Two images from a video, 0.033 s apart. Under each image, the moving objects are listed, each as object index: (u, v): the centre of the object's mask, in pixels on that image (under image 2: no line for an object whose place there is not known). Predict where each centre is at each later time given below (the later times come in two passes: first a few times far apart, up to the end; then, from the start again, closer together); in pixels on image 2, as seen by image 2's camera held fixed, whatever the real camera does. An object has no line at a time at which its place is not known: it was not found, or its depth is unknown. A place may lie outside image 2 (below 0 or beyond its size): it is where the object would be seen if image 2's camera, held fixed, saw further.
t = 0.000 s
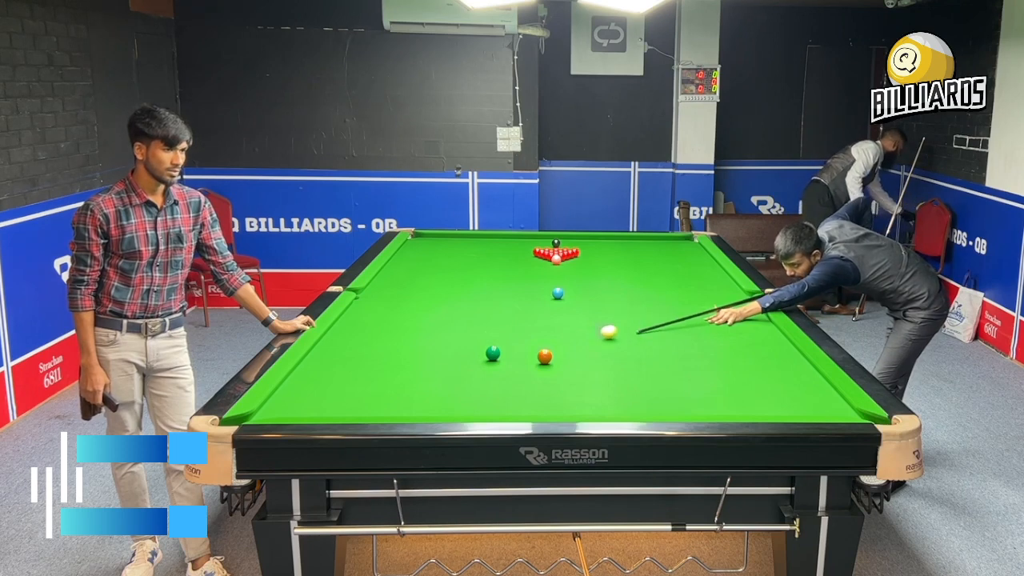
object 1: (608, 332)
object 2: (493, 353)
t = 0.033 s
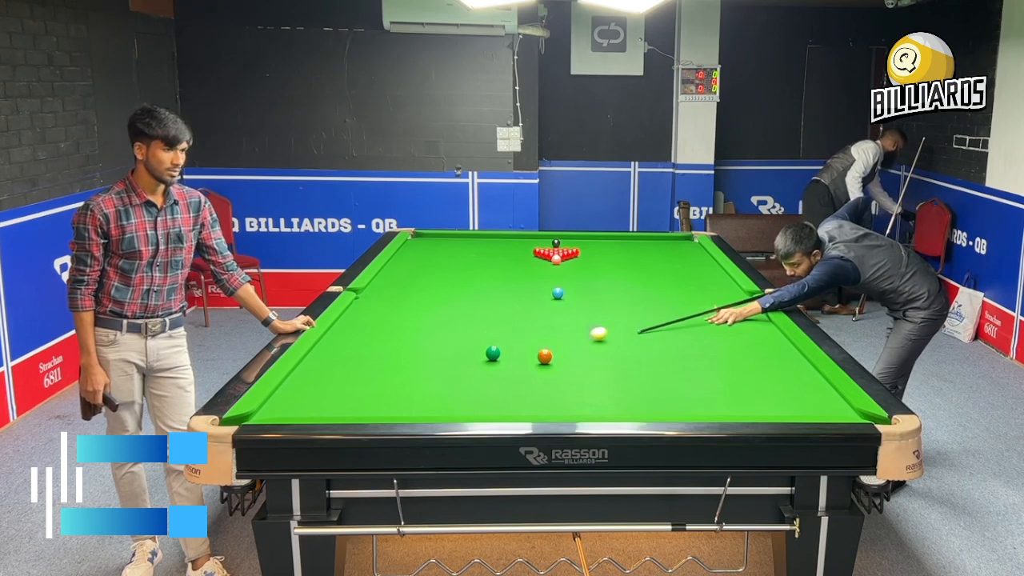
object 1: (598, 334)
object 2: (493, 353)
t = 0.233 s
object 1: (542, 343)
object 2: (493, 353)
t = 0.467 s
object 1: (505, 352)
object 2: (476, 356)
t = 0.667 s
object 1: (496, 354)
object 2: (442, 361)
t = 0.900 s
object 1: (486, 356)
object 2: (405, 367)
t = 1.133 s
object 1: (478, 358)
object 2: (367, 373)
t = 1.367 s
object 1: (470, 360)
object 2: (329, 379)
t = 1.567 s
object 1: (465, 362)
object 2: (298, 384)
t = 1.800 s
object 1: (460, 363)
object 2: (296, 389)
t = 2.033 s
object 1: (456, 364)
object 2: (309, 393)
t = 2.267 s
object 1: (453, 365)
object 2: (322, 397)
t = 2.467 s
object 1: (452, 365)
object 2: (332, 400)
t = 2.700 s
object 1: (452, 366)
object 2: (343, 403)
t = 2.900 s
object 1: (452, 366)
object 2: (352, 406)
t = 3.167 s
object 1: (452, 366)
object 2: (363, 408)
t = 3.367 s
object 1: (452, 366)
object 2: (370, 409)
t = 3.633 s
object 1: (452, 366)
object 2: (378, 410)
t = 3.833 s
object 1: (452, 366)
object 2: (383, 411)
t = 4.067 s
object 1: (452, 366)
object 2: (389, 411)
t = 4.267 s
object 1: (452, 366)
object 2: (392, 411)
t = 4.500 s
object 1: (452, 366)
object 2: (394, 412)
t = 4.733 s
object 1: (452, 366)
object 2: (395, 412)
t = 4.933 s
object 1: (452, 366)
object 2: (396, 412)
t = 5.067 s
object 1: (452, 366)
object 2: (395, 412)
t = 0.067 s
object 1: (589, 335)
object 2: (493, 353)
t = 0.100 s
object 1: (579, 337)
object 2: (493, 353)
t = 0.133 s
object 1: (570, 339)
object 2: (493, 353)
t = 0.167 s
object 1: (560, 340)
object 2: (493, 353)
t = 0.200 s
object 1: (552, 342)
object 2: (493, 353)
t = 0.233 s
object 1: (542, 343)
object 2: (493, 353)
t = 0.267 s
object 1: (534, 345)
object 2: (493, 353)
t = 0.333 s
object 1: (518, 348)
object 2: (493, 353)
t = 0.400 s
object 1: (506, 351)
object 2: (490, 353)
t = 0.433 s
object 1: (505, 352)
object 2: (483, 355)
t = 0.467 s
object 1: (505, 352)
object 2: (476, 356)
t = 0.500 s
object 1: (504, 352)
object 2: (469, 357)
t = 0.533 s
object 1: (502, 352)
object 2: (463, 358)
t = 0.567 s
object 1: (501, 353)
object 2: (458, 358)
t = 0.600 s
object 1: (499, 353)
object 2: (452, 359)
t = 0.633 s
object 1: (498, 354)
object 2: (447, 360)
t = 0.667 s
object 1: (496, 354)
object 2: (442, 361)
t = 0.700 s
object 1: (495, 354)
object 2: (436, 362)
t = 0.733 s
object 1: (493, 355)
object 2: (431, 363)
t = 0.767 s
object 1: (492, 355)
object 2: (426, 364)
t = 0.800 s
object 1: (490, 355)
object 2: (420, 365)
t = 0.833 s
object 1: (489, 355)
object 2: (415, 365)
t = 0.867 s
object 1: (488, 356)
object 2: (410, 366)
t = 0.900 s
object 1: (486, 356)
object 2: (405, 367)
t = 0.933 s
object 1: (485, 357)
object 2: (399, 368)
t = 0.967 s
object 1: (484, 357)
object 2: (394, 369)
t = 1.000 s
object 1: (483, 357)
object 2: (388, 370)
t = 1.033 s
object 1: (481, 357)
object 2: (383, 371)
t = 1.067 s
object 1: (480, 358)
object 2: (378, 371)
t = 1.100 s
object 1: (479, 358)
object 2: (372, 372)
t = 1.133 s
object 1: (478, 358)
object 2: (367, 373)
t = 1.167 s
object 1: (477, 359)
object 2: (362, 374)
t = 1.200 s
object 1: (476, 359)
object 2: (356, 375)
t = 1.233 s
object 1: (475, 359)
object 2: (351, 376)
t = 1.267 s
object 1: (473, 359)
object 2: (346, 377)
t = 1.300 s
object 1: (472, 360)
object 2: (340, 377)
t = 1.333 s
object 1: (471, 360)
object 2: (335, 378)
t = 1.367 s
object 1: (470, 360)
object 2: (329, 379)
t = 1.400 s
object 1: (470, 361)
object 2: (324, 380)
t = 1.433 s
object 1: (468, 361)
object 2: (319, 381)
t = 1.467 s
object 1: (468, 361)
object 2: (314, 382)
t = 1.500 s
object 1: (467, 361)
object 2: (308, 383)
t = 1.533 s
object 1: (466, 361)
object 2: (303, 383)
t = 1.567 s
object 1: (465, 362)
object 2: (298, 384)
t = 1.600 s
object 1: (464, 362)
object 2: (292, 385)
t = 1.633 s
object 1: (463, 362)
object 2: (287, 386)
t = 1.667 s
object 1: (462, 362)
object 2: (286, 387)
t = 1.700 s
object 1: (462, 363)
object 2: (289, 387)
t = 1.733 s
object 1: (461, 363)
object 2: (292, 388)
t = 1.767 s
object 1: (460, 363)
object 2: (294, 389)
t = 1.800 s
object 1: (460, 363)
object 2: (296, 389)
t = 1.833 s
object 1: (459, 363)
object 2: (298, 390)
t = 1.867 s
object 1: (458, 364)
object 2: (300, 390)
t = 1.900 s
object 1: (458, 364)
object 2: (302, 391)
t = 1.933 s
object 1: (457, 364)
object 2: (304, 392)
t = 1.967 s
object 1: (457, 364)
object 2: (305, 392)
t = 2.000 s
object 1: (456, 364)
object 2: (307, 393)
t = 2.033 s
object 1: (456, 364)
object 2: (309, 393)
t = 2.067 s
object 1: (455, 364)
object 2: (311, 394)
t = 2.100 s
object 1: (455, 365)
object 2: (313, 394)
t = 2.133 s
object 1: (454, 365)
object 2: (315, 395)
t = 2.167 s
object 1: (454, 365)
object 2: (317, 395)
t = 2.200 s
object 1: (454, 365)
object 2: (319, 396)
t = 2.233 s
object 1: (453, 365)
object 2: (320, 396)
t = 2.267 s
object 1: (453, 365)
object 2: (322, 397)
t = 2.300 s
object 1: (453, 365)
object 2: (324, 398)
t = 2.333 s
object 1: (453, 365)
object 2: (325, 398)
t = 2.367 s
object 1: (452, 365)
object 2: (327, 399)
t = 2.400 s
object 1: (452, 365)
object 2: (329, 399)
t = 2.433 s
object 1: (452, 365)
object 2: (331, 399)
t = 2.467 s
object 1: (452, 365)
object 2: (332, 400)
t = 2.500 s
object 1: (452, 365)
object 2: (334, 400)
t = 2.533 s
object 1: (452, 365)
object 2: (336, 401)
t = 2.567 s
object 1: (452, 365)
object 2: (337, 401)
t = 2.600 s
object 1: (452, 365)
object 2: (339, 402)
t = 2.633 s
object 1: (452, 365)
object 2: (340, 402)
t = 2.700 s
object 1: (452, 366)
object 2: (343, 403)
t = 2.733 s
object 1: (452, 366)
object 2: (345, 404)
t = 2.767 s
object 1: (452, 366)
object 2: (346, 404)
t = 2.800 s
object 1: (452, 366)
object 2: (348, 405)
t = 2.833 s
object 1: (452, 366)
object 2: (349, 405)
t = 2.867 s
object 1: (452, 366)
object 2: (351, 405)
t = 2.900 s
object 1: (452, 366)
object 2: (352, 406)
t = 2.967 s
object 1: (452, 366)
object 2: (355, 406)
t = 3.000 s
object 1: (452, 366)
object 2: (357, 406)
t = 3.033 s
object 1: (452, 366)
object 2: (358, 407)
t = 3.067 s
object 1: (452, 366)
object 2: (359, 407)
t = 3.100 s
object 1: (452, 366)
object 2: (360, 407)
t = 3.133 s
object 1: (452, 366)
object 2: (362, 407)
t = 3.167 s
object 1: (452, 366)
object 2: (363, 408)
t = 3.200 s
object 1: (452, 366)
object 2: (364, 408)
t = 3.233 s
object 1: (452, 366)
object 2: (365, 408)
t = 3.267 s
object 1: (452, 366)
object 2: (367, 408)
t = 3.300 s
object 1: (452, 366)
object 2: (368, 409)
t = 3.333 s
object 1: (452, 366)
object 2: (369, 409)
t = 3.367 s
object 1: (452, 366)
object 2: (370, 409)
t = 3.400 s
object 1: (452, 366)
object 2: (371, 409)
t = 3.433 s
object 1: (452, 366)
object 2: (372, 409)
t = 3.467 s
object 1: (452, 366)
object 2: (373, 409)
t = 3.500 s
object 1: (452, 366)
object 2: (374, 410)
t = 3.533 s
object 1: (452, 366)
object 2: (375, 410)
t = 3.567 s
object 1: (452, 366)
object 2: (376, 410)
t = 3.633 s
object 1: (452, 366)
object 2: (378, 410)
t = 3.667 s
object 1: (452, 366)
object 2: (379, 410)
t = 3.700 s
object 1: (452, 366)
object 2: (380, 410)
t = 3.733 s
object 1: (452, 366)
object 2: (381, 410)
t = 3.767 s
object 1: (452, 366)
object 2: (382, 411)
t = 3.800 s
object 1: (452, 366)
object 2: (383, 411)
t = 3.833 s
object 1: (452, 366)
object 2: (383, 411)
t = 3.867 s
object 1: (452, 366)
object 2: (384, 411)
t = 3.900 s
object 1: (452, 366)
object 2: (385, 411)
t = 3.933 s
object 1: (452, 366)
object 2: (386, 411)
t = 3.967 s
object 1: (452, 366)
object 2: (387, 411)
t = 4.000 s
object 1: (452, 366)
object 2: (387, 411)
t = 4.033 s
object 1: (452, 366)
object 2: (388, 411)
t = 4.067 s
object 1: (452, 366)
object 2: (389, 411)
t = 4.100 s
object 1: (452, 366)
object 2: (389, 411)
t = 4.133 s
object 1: (452, 366)
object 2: (390, 411)
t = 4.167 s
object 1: (452, 366)
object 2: (390, 411)
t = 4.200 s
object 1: (452, 366)
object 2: (391, 411)
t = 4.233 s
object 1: (452, 366)
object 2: (391, 411)
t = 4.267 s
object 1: (452, 366)
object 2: (392, 411)
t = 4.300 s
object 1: (452, 366)
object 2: (392, 411)
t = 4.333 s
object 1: (452, 366)
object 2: (393, 411)
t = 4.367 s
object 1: (452, 366)
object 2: (393, 412)
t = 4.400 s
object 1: (452, 366)
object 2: (394, 412)
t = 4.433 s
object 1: (452, 366)
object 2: (394, 412)
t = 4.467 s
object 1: (452, 366)
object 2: (394, 412)
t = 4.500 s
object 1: (452, 366)
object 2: (394, 412)
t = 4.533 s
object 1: (452, 366)
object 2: (395, 412)
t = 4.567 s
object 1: (452, 366)
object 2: (395, 412)
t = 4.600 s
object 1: (452, 366)
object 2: (395, 412)
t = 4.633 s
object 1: (452, 366)
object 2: (395, 412)
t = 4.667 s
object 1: (452, 366)
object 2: (395, 412)
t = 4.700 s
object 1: (452, 366)
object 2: (395, 412)
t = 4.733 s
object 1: (452, 366)
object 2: (395, 412)
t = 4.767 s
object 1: (452, 366)
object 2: (395, 412)
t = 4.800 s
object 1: (452, 366)
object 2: (396, 412)
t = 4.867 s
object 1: (452, 366)
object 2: (396, 412)
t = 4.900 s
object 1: (452, 366)
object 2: (396, 412)
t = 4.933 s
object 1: (452, 366)
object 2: (396, 412)
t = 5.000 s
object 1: (452, 366)
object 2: (395, 412)
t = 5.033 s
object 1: (452, 366)
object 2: (395, 412)
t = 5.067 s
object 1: (452, 366)
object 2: (395, 412)
